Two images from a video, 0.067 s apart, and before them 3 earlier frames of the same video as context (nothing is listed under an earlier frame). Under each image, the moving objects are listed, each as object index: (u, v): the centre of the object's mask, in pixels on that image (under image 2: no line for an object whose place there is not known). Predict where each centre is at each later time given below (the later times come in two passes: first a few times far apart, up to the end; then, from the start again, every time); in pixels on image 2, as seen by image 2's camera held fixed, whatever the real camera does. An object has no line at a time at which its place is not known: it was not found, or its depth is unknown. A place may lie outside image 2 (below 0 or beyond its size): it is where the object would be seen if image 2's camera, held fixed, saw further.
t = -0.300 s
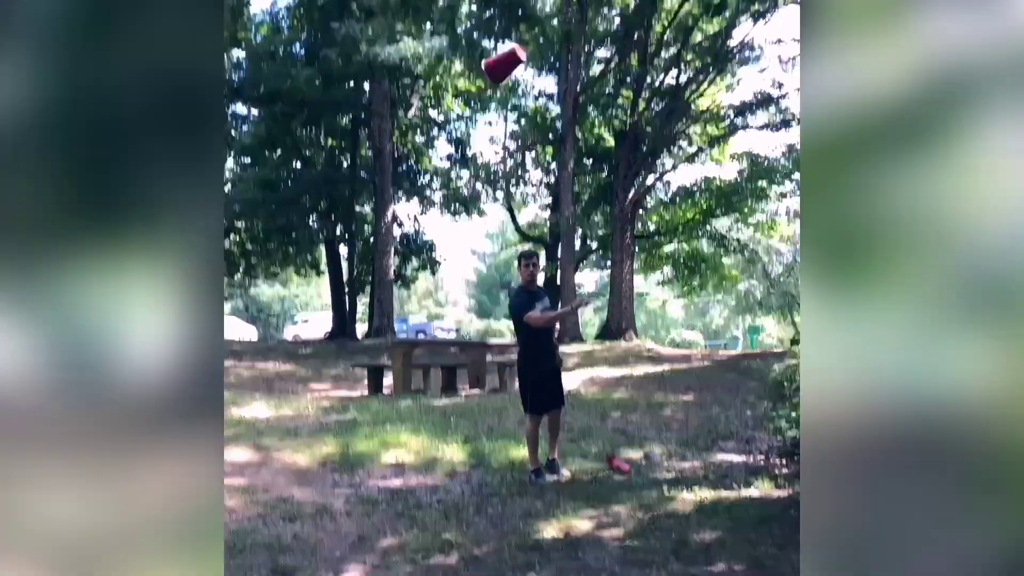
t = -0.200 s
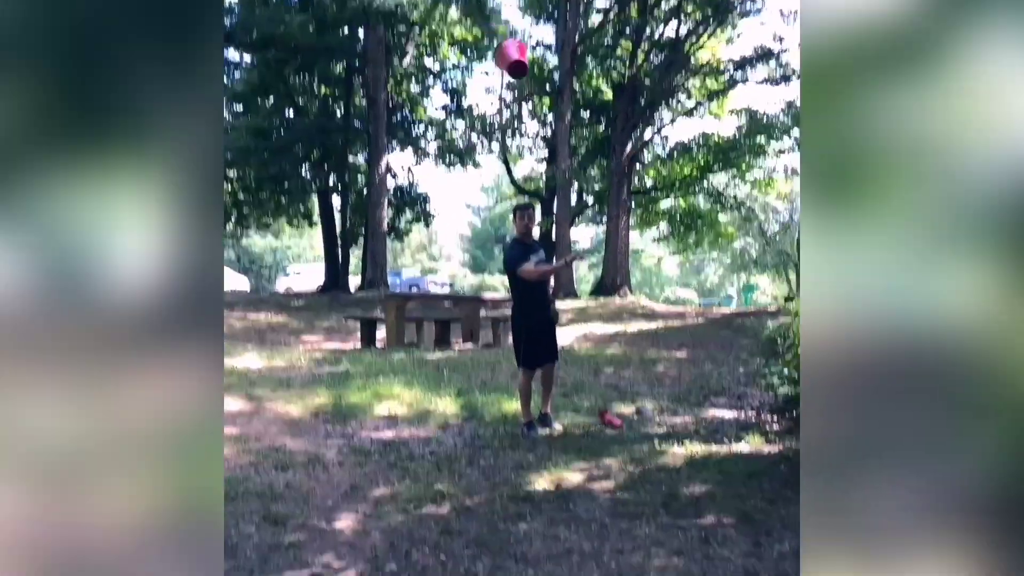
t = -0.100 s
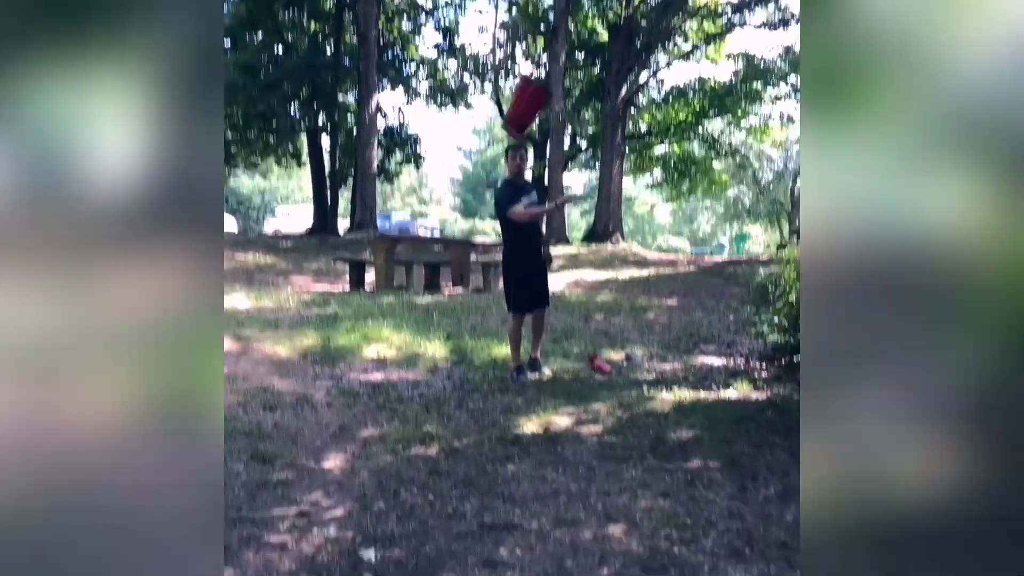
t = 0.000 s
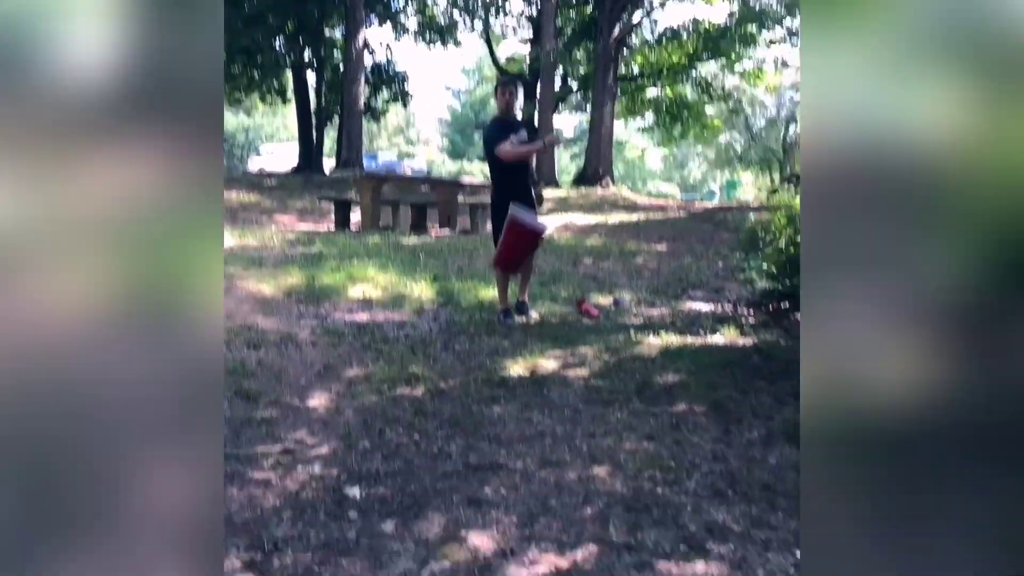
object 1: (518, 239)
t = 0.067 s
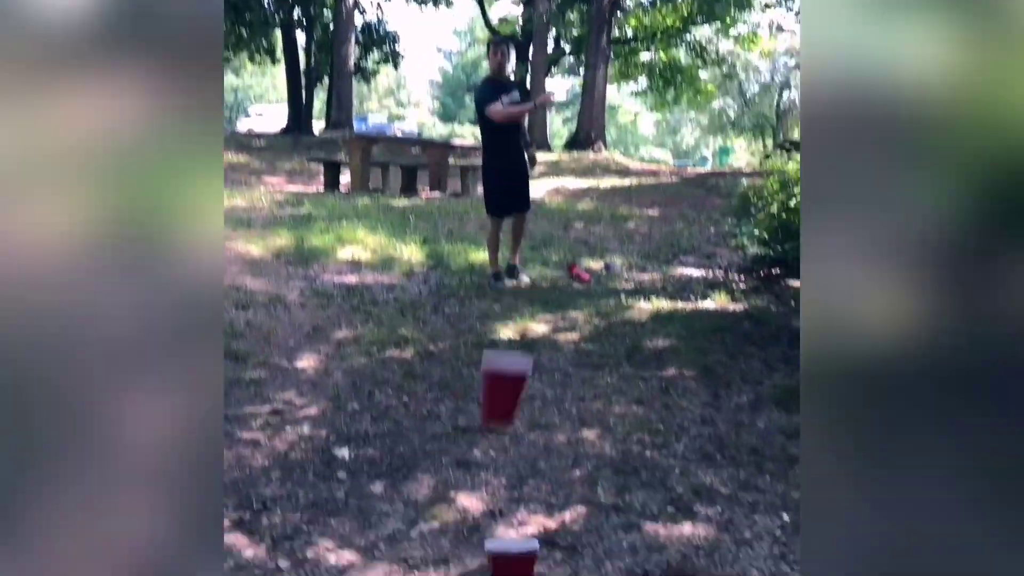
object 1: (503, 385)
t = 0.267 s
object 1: (506, 510)
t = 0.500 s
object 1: (502, 516)
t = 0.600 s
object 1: (504, 527)
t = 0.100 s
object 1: (499, 495)
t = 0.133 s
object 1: (510, 540)
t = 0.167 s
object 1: (509, 505)
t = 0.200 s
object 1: (513, 505)
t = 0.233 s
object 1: (511, 505)
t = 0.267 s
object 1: (506, 510)
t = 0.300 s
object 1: (502, 512)
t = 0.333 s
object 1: (498, 512)
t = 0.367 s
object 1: (495, 512)
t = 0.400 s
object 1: (491, 512)
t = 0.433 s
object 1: (491, 512)
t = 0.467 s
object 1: (495, 514)
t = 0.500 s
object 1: (502, 516)
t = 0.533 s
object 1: (510, 523)
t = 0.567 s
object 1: (511, 526)
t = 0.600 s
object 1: (504, 527)
